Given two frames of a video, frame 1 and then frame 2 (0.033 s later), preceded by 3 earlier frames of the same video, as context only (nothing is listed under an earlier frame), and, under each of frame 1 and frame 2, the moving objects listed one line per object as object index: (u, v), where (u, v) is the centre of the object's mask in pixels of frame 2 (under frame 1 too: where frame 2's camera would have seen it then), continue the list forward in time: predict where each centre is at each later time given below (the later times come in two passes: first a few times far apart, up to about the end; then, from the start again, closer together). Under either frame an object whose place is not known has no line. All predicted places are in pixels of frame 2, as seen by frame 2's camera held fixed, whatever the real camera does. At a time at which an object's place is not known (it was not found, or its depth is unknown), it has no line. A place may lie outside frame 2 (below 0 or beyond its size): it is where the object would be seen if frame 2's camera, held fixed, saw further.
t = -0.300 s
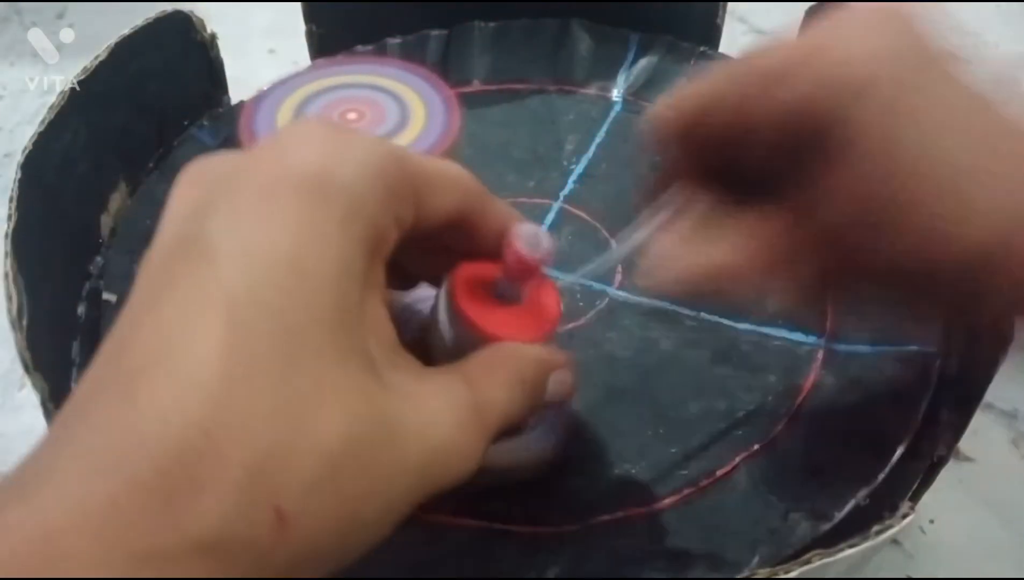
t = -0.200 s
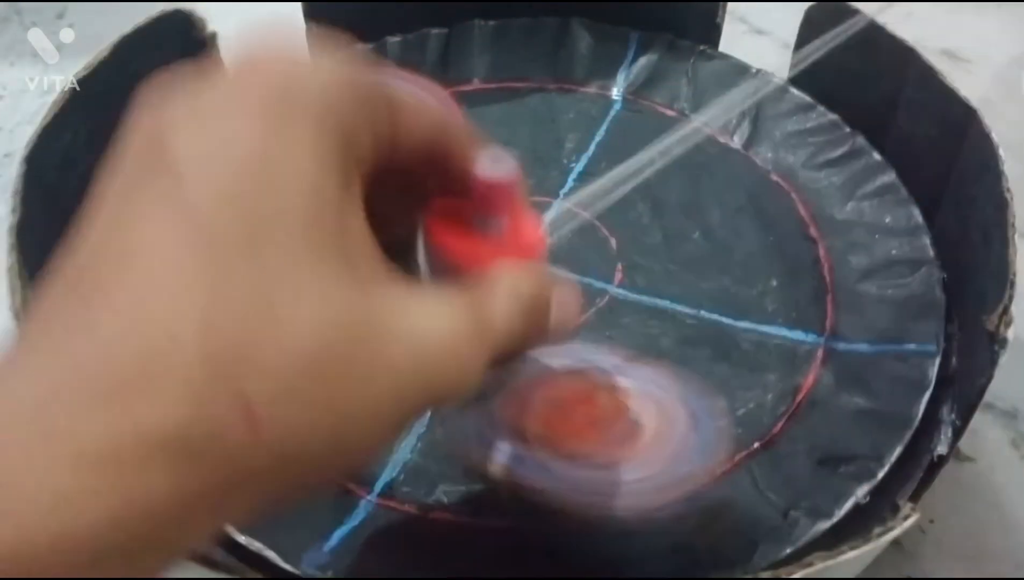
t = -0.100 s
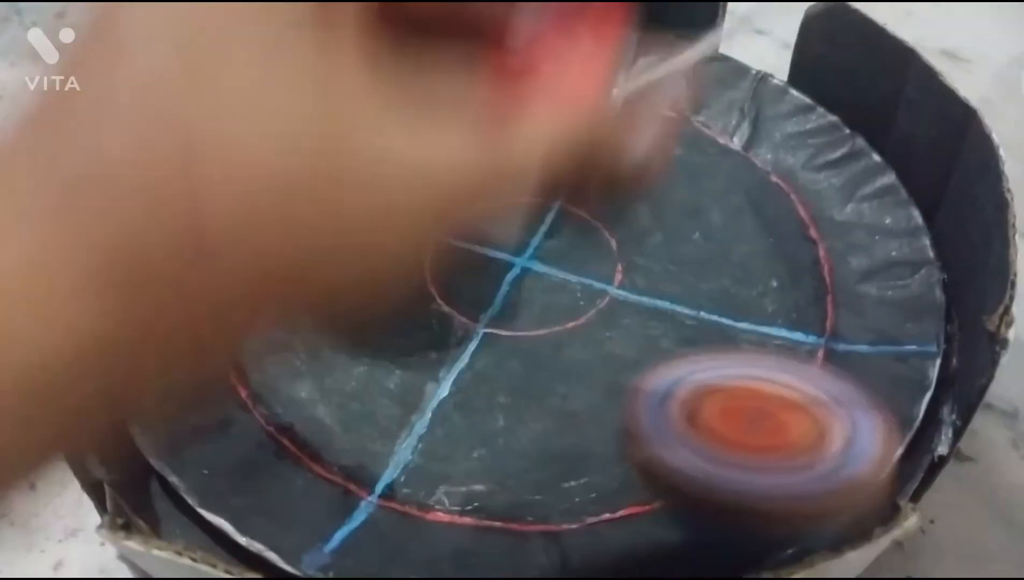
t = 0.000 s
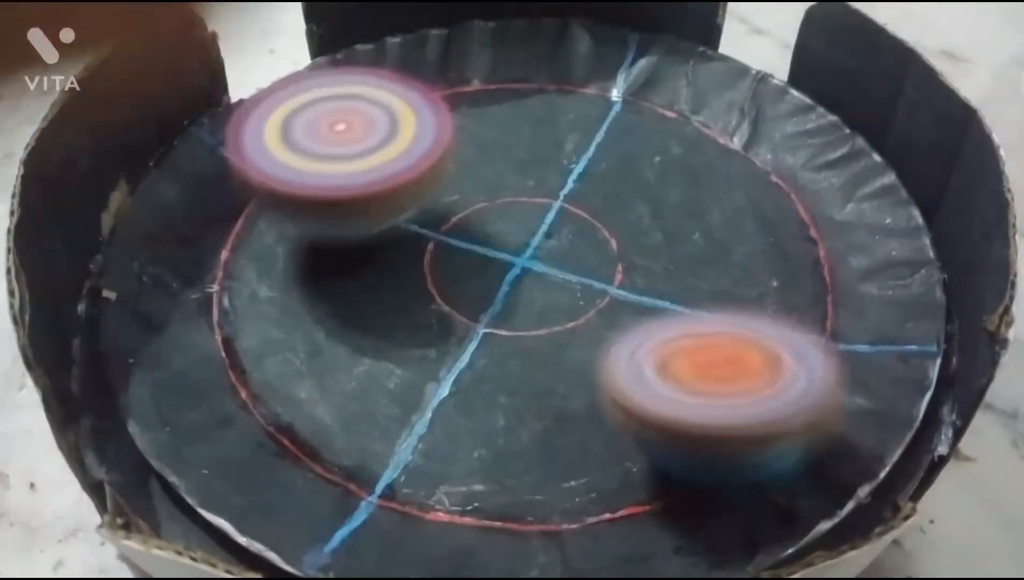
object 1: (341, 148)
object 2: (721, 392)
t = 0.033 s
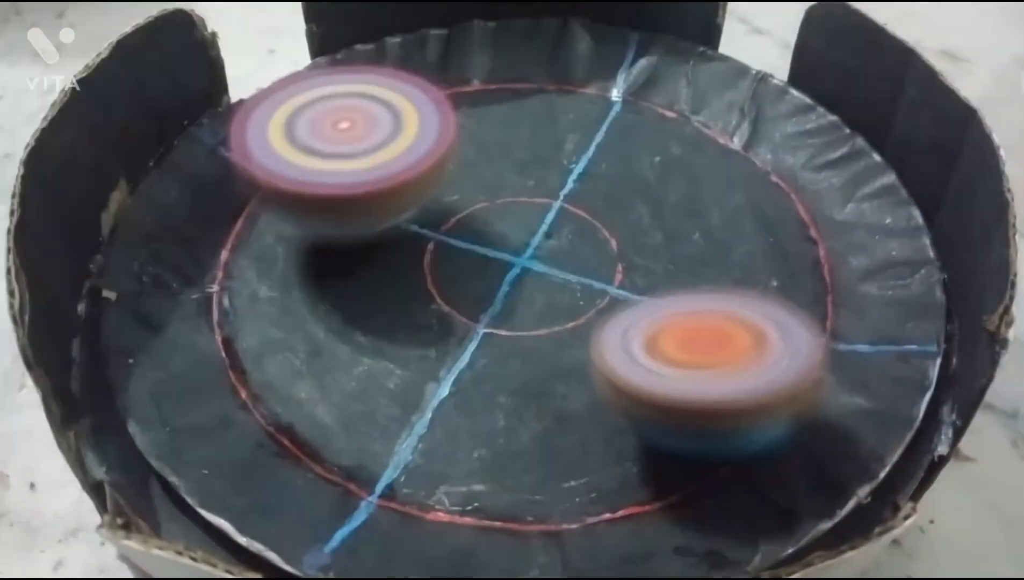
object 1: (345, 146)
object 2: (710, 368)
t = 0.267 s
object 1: (354, 146)
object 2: (820, 252)
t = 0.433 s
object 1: (353, 142)
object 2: (859, 213)
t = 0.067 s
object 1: (350, 144)
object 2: (706, 349)
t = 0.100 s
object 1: (352, 143)
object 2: (710, 335)
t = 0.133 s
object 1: (354, 143)
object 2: (720, 319)
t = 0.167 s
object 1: (354, 144)
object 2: (739, 302)
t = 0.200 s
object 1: (354, 145)
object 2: (761, 285)
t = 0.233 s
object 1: (354, 146)
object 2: (791, 267)
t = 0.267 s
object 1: (354, 146)
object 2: (820, 252)
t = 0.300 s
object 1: (354, 146)
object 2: (846, 231)
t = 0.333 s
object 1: (353, 146)
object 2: (863, 215)
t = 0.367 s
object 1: (353, 145)
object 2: (870, 206)
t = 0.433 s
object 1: (353, 142)
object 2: (859, 213)
